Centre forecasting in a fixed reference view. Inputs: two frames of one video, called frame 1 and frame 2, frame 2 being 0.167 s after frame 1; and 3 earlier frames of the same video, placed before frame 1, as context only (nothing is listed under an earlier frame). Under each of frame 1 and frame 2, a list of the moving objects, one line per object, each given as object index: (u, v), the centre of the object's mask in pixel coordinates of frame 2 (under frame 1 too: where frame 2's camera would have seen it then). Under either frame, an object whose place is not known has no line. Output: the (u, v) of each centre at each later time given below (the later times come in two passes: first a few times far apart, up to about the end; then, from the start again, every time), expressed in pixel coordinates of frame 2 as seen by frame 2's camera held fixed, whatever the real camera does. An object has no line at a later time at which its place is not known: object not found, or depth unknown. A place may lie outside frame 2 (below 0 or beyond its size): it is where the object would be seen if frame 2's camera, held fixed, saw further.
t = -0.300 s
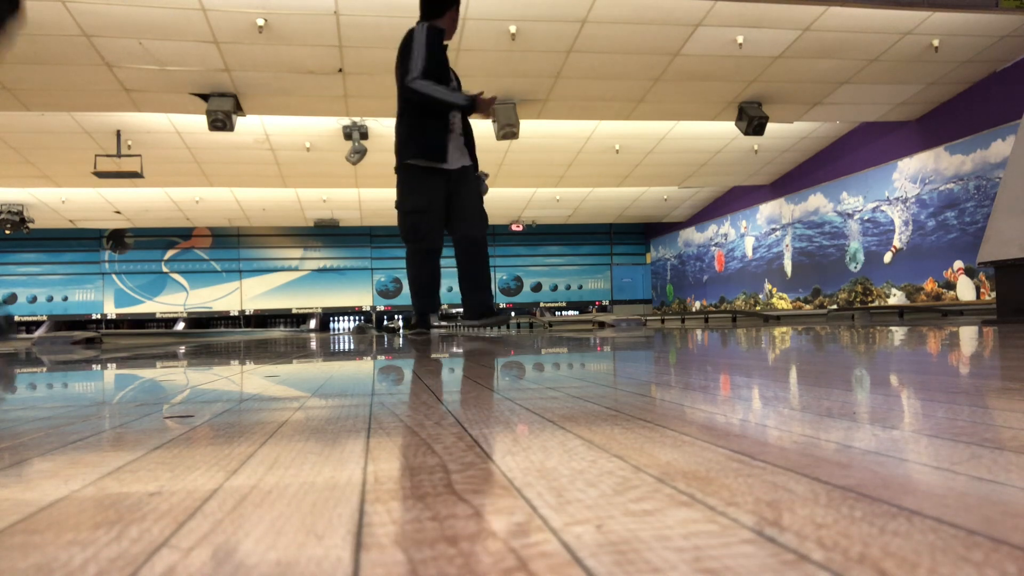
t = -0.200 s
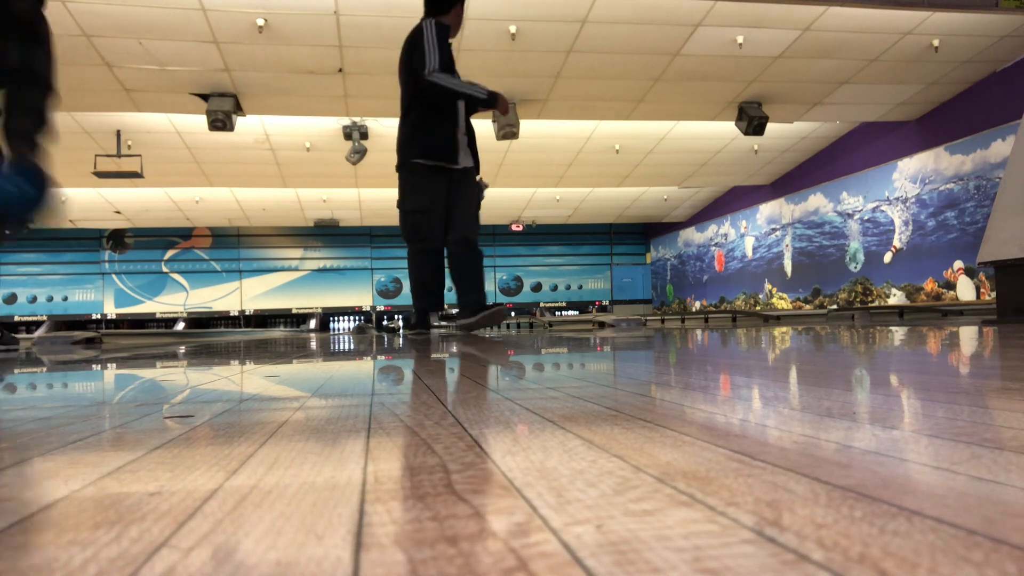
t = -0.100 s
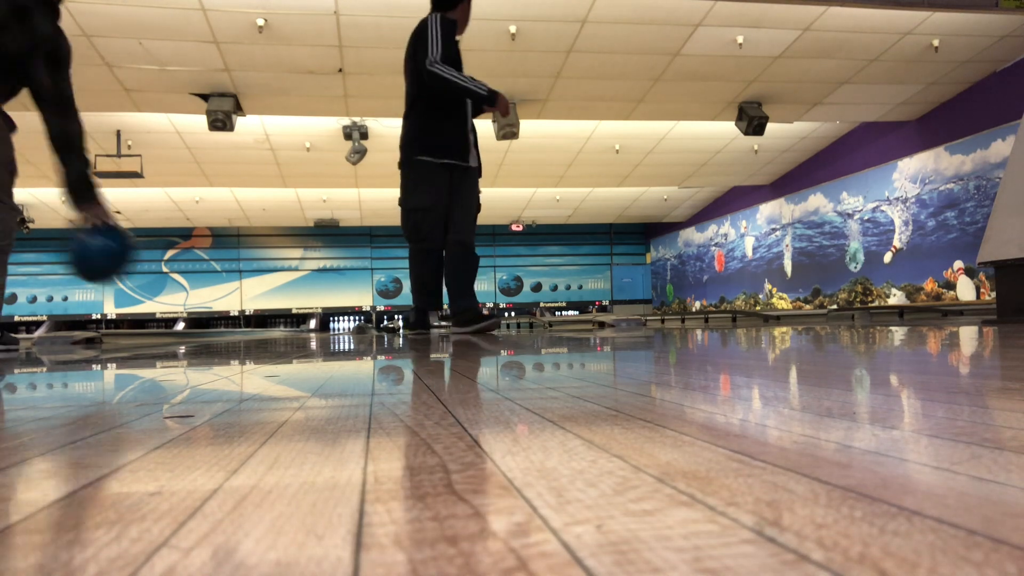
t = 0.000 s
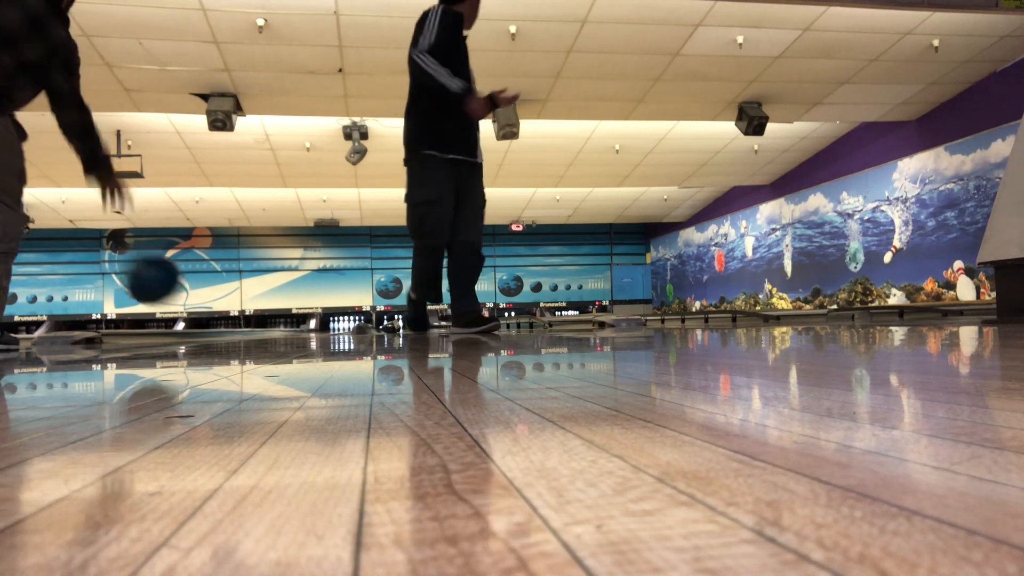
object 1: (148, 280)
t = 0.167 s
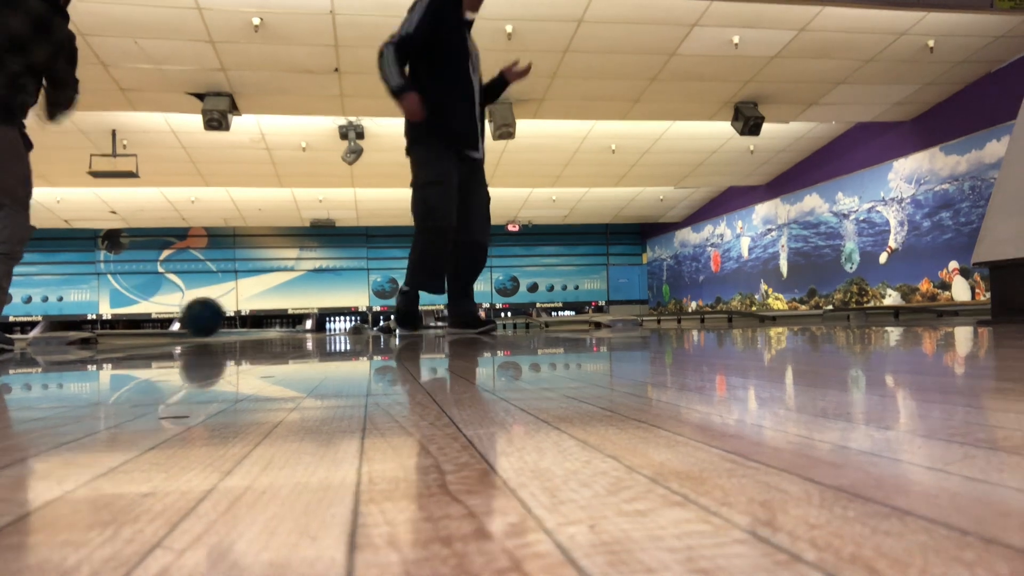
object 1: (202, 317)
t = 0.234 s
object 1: (218, 320)
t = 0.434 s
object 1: (252, 323)
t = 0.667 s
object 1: (274, 324)
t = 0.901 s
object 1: (291, 324)
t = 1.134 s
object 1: (304, 324)
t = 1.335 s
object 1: (311, 325)
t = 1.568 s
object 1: (317, 325)
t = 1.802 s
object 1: (322, 326)
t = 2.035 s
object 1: (327, 326)
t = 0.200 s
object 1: (211, 318)
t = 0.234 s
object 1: (218, 320)
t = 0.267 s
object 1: (224, 322)
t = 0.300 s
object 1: (231, 322)
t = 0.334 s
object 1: (236, 323)
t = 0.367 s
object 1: (241, 323)
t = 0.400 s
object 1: (246, 323)
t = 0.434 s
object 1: (252, 323)
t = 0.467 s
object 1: (255, 324)
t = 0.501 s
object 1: (259, 323)
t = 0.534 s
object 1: (261, 323)
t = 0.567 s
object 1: (266, 323)
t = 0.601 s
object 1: (269, 324)
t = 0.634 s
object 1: (272, 323)
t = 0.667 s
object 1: (274, 324)
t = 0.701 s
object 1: (277, 323)
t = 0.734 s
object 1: (280, 323)
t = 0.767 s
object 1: (283, 324)
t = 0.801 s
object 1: (285, 323)
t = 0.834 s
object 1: (287, 324)
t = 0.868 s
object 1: (289, 324)
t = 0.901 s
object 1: (291, 324)
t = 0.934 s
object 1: (295, 324)
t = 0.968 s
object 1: (296, 324)
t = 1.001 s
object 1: (298, 324)
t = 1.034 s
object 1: (299, 324)
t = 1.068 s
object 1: (301, 324)
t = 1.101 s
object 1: (303, 324)
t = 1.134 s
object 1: (304, 324)
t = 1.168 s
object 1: (306, 324)
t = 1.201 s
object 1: (306, 324)
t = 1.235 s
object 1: (307, 325)
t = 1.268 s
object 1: (309, 325)
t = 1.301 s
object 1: (309, 325)
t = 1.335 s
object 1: (311, 325)
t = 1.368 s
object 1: (312, 325)
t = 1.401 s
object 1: (313, 324)
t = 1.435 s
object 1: (314, 325)
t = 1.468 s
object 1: (314, 325)
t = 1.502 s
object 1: (317, 325)
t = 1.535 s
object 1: (317, 325)
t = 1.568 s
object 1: (317, 325)
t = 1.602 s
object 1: (318, 325)
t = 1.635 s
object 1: (319, 326)
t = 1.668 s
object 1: (320, 326)
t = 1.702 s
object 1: (320, 326)
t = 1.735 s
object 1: (321, 326)
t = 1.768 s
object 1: (321, 326)
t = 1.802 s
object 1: (322, 326)
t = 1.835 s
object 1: (323, 326)
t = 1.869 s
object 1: (323, 326)
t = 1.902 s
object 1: (325, 326)
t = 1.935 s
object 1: (325, 326)
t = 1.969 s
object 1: (326, 326)
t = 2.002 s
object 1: (326, 326)
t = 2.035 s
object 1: (327, 326)
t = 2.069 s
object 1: (327, 326)
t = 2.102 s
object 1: (328, 326)
